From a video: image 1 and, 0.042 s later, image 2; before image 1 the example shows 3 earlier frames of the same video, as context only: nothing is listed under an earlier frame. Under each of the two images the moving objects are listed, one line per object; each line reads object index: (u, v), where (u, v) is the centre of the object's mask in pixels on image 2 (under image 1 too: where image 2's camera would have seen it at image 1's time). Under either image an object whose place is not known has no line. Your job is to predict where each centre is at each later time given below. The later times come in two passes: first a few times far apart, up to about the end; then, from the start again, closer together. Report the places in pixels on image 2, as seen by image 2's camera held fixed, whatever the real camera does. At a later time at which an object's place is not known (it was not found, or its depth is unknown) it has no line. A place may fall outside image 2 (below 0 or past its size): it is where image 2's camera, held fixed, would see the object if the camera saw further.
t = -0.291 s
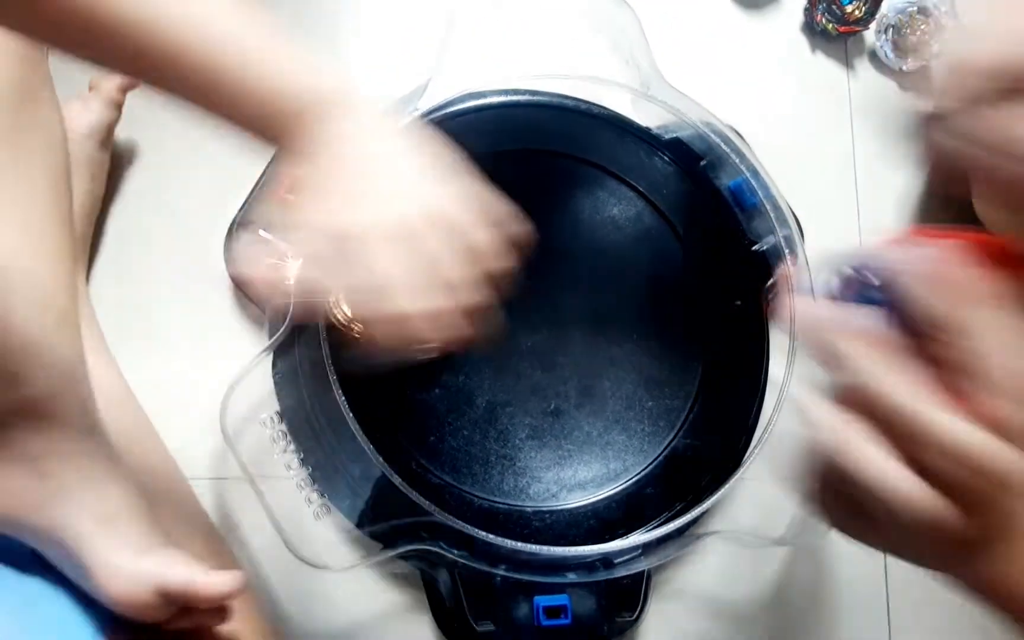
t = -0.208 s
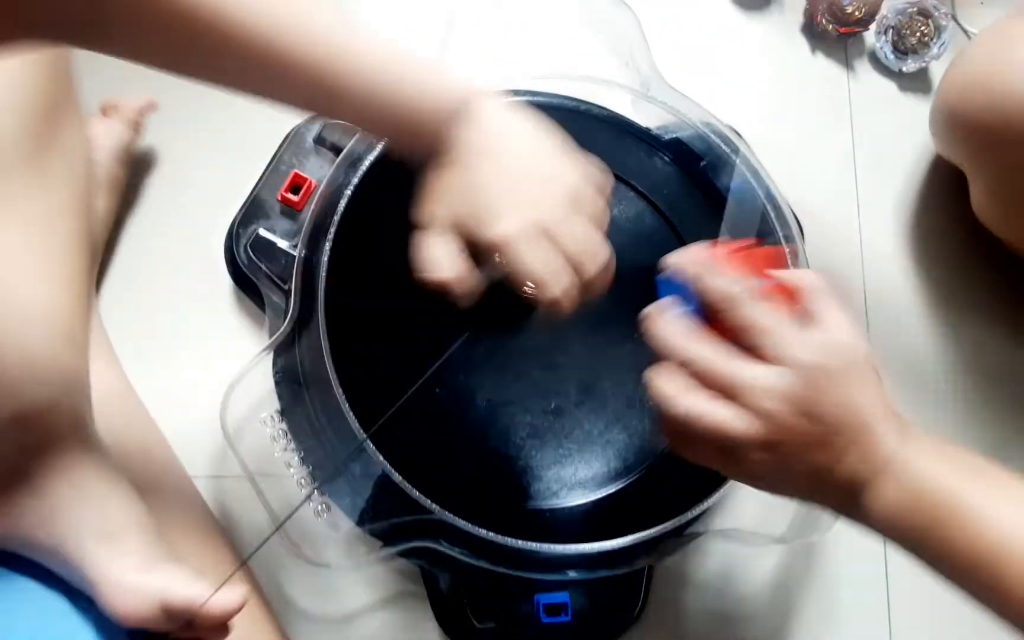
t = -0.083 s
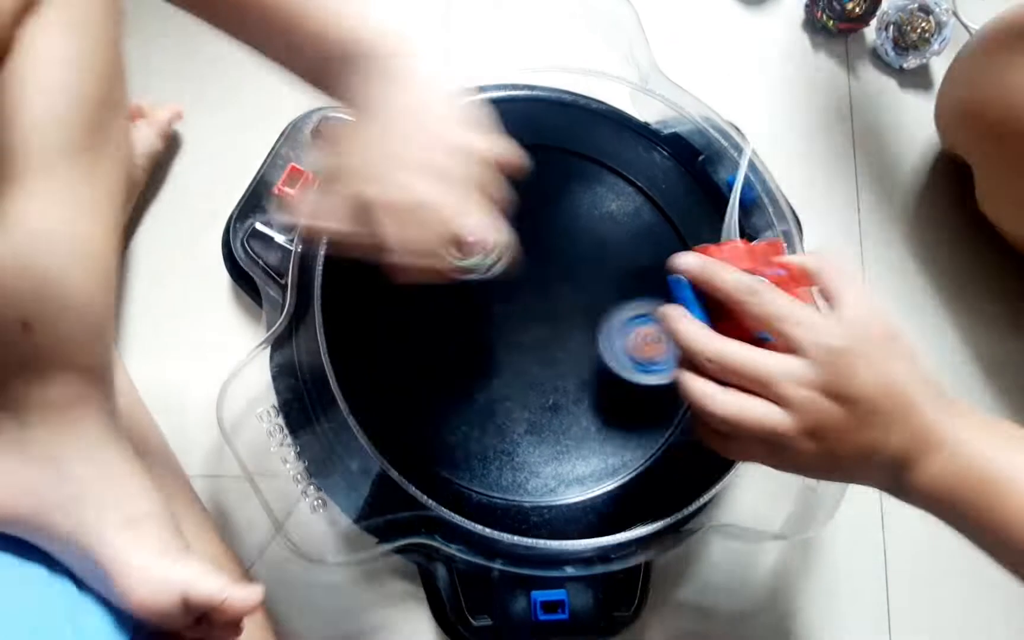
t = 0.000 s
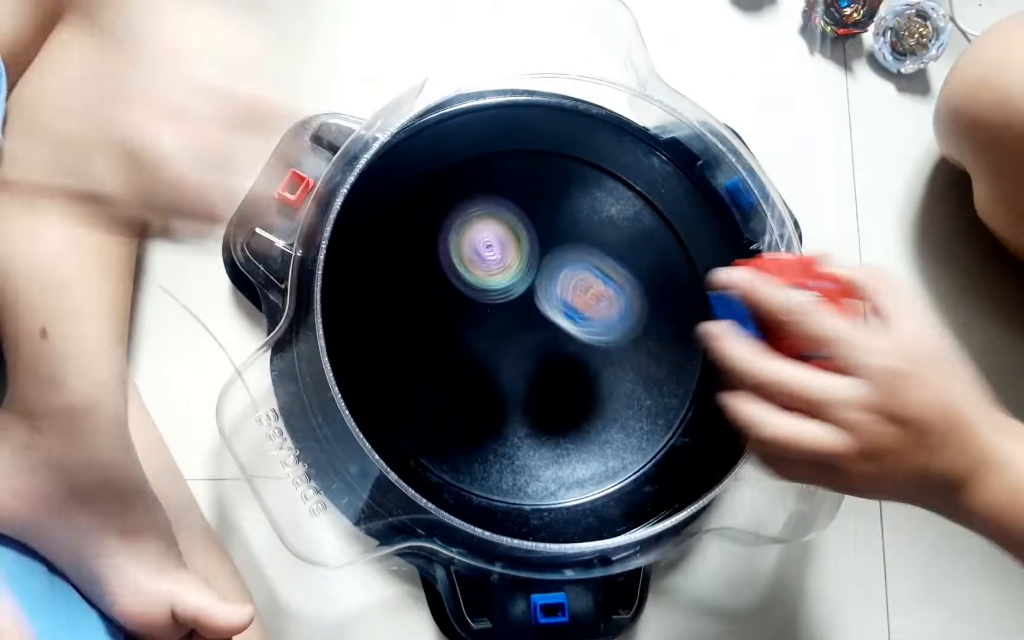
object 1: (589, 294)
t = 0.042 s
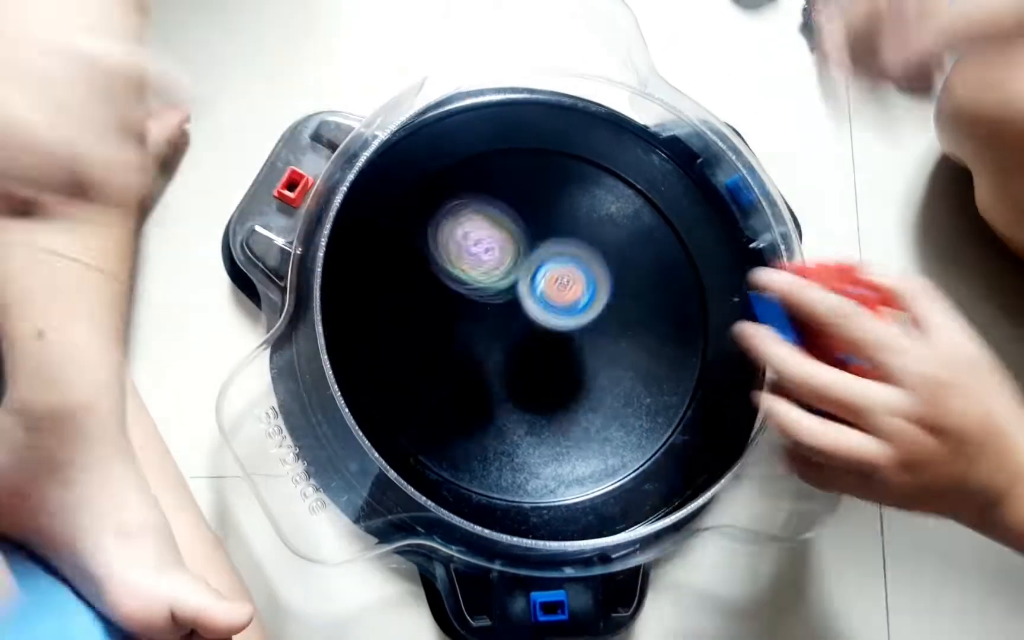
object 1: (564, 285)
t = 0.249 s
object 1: (535, 336)
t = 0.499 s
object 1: (649, 481)
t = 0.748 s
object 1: (635, 318)
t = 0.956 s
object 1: (621, 239)
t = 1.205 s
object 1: (533, 197)
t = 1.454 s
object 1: (478, 296)
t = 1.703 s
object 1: (522, 444)
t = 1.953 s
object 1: (650, 369)
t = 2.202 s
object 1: (604, 167)
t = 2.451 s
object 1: (385, 230)
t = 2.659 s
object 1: (459, 468)
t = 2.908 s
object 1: (710, 328)
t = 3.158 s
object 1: (459, 160)
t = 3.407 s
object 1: (585, 314)
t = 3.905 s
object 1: (557, 319)
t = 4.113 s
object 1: (414, 341)
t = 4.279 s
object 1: (399, 424)
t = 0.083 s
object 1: (556, 300)
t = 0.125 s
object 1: (556, 304)
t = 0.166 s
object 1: (555, 313)
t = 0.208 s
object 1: (547, 326)
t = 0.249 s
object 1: (535, 336)
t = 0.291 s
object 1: (552, 364)
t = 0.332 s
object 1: (579, 409)
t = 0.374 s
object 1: (603, 454)
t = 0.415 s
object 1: (630, 472)
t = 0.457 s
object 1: (646, 483)
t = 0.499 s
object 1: (649, 481)
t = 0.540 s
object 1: (648, 459)
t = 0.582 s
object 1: (641, 430)
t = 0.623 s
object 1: (627, 396)
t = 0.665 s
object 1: (614, 356)
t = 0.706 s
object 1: (617, 333)
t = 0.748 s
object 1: (635, 318)
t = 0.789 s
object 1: (646, 303)
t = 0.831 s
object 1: (651, 288)
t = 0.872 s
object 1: (648, 272)
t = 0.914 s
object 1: (638, 256)
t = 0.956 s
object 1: (621, 239)
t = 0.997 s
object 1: (600, 227)
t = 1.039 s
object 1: (571, 220)
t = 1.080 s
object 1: (545, 214)
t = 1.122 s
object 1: (541, 204)
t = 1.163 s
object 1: (538, 197)
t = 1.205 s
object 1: (533, 197)
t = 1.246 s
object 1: (525, 202)
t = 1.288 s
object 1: (517, 212)
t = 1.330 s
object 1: (507, 228)
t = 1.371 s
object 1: (498, 247)
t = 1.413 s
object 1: (488, 270)
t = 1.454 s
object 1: (478, 296)
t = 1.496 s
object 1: (472, 327)
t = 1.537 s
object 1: (471, 358)
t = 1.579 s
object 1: (476, 386)
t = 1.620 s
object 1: (487, 411)
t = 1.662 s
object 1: (502, 431)
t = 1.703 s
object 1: (522, 444)
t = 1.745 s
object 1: (545, 451)
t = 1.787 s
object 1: (571, 450)
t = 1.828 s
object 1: (593, 439)
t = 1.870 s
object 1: (618, 422)
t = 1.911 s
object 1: (636, 399)
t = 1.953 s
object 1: (650, 369)
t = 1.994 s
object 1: (659, 337)
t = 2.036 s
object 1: (662, 301)
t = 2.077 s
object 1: (658, 265)
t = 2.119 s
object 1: (648, 231)
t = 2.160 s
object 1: (631, 193)
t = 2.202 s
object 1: (604, 167)
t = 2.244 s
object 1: (575, 146)
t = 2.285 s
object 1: (539, 145)
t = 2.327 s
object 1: (500, 153)
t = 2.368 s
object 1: (460, 169)
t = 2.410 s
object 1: (419, 197)
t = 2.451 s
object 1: (385, 230)
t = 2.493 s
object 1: (367, 275)
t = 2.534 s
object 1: (369, 333)
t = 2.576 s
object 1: (386, 387)
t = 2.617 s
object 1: (416, 433)
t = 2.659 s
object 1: (459, 468)
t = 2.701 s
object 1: (512, 492)
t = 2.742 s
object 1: (575, 493)
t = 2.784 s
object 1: (631, 473)
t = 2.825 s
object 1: (675, 433)
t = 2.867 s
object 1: (700, 385)
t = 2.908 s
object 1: (710, 328)
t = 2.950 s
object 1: (702, 271)
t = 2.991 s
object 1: (677, 221)
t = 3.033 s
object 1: (632, 178)
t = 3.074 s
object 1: (578, 150)
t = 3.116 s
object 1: (521, 145)
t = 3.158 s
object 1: (459, 160)
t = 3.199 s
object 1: (414, 192)
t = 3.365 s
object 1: (547, 291)
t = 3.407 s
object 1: (585, 314)
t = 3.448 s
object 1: (619, 335)
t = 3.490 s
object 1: (650, 355)
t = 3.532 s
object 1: (678, 371)
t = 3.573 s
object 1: (702, 384)
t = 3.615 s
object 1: (712, 389)
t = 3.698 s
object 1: (694, 384)
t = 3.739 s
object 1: (674, 376)
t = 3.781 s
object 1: (647, 365)
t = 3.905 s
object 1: (557, 319)
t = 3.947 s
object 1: (526, 304)
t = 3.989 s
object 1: (498, 289)
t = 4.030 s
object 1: (469, 293)
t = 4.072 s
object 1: (439, 316)
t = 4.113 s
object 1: (414, 341)
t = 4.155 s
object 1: (397, 367)
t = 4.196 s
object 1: (390, 390)
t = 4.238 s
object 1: (391, 408)
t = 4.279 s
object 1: (399, 424)
